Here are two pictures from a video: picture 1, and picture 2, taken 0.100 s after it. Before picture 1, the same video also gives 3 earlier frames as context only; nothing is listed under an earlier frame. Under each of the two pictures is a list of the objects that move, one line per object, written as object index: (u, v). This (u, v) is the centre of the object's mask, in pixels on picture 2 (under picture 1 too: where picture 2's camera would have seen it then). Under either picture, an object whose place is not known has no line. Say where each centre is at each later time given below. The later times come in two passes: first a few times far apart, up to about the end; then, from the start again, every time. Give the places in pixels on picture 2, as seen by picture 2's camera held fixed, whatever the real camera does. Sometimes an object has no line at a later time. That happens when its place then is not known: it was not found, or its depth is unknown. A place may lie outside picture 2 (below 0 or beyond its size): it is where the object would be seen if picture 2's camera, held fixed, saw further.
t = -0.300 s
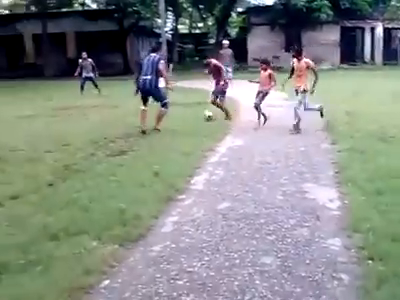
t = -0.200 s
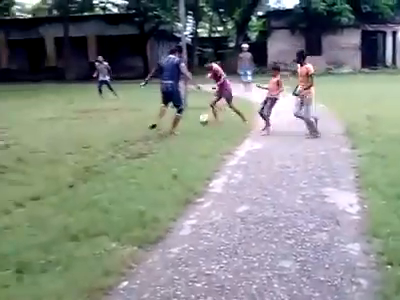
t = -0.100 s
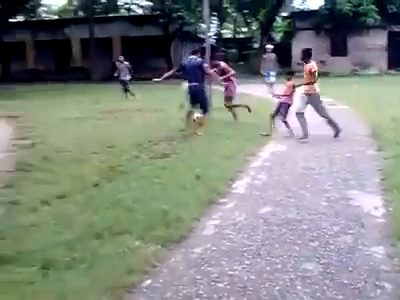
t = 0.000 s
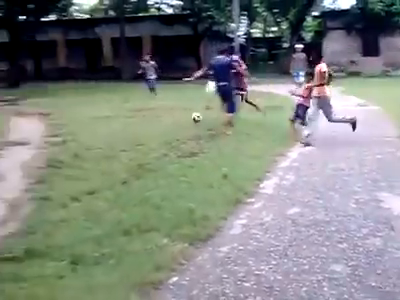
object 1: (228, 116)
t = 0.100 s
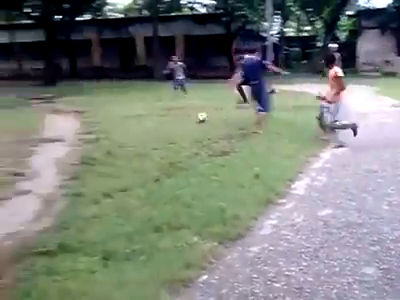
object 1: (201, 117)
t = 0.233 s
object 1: (173, 117)
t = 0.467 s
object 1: (134, 114)
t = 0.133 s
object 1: (194, 117)
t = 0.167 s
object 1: (187, 117)
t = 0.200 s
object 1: (180, 117)
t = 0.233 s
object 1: (173, 117)
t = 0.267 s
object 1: (167, 116)
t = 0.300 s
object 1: (160, 116)
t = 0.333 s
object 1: (154, 116)
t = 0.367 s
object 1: (151, 115)
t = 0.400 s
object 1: (146, 115)
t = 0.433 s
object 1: (140, 115)
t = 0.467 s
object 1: (134, 114)
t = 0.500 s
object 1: (130, 115)
